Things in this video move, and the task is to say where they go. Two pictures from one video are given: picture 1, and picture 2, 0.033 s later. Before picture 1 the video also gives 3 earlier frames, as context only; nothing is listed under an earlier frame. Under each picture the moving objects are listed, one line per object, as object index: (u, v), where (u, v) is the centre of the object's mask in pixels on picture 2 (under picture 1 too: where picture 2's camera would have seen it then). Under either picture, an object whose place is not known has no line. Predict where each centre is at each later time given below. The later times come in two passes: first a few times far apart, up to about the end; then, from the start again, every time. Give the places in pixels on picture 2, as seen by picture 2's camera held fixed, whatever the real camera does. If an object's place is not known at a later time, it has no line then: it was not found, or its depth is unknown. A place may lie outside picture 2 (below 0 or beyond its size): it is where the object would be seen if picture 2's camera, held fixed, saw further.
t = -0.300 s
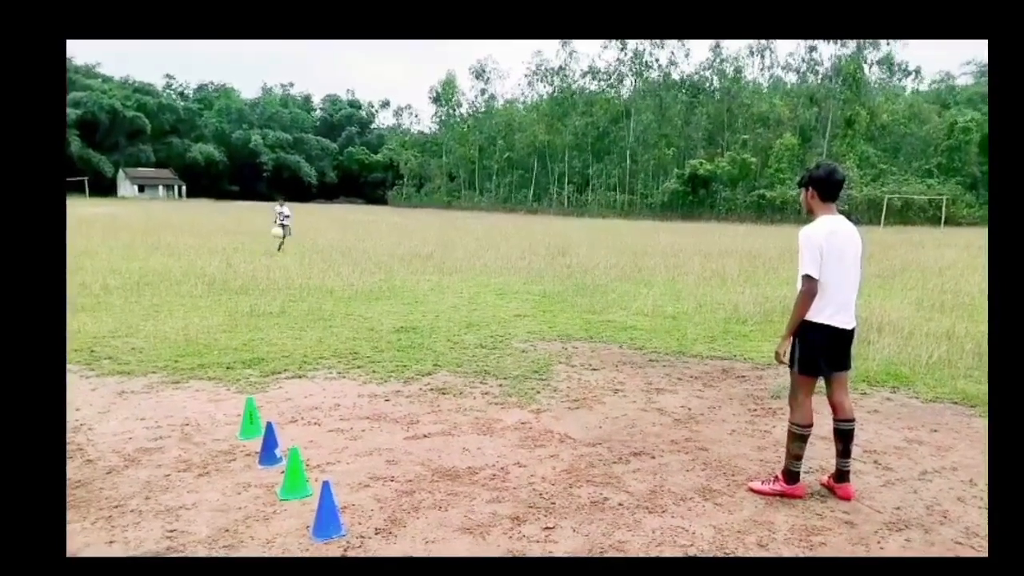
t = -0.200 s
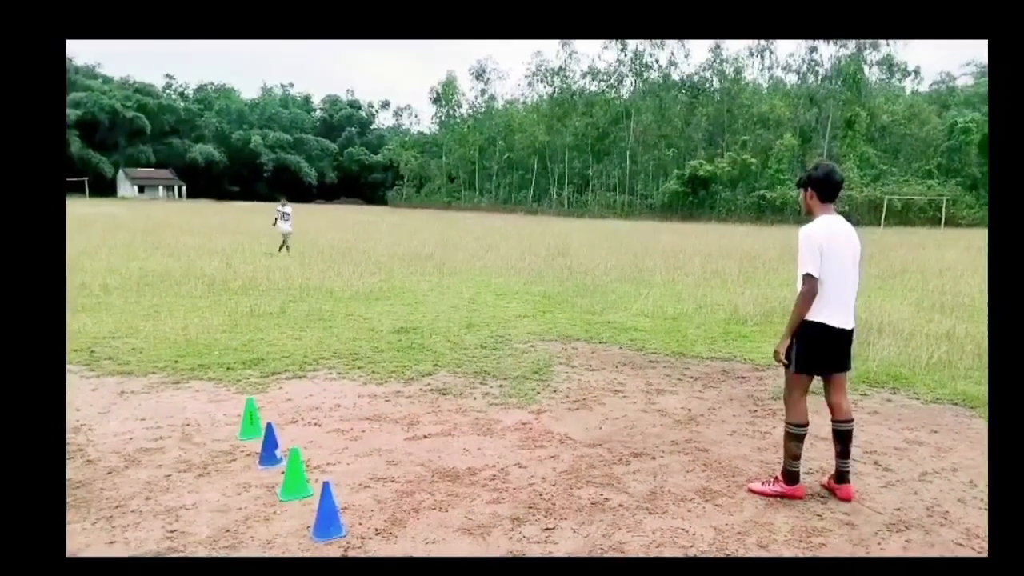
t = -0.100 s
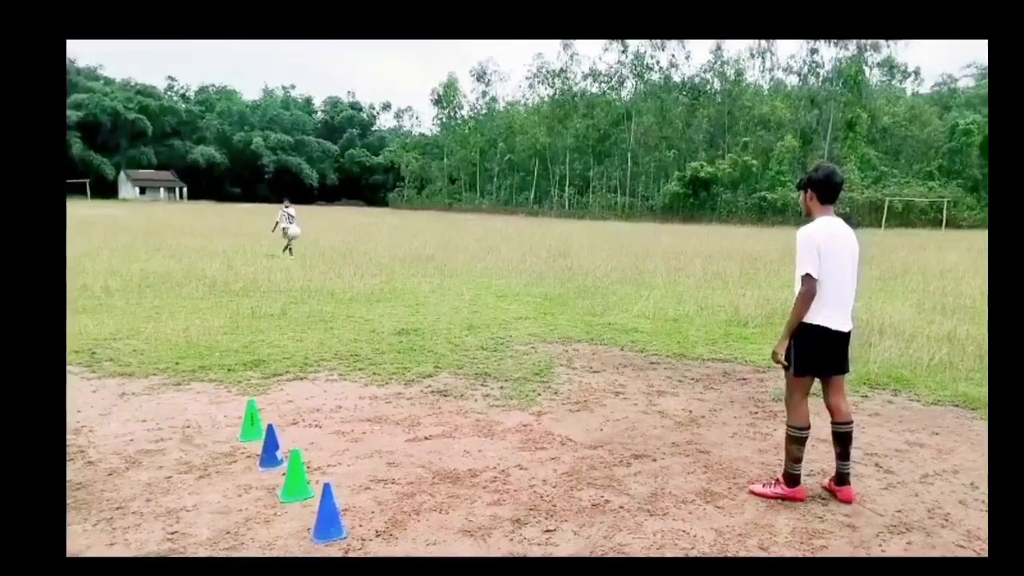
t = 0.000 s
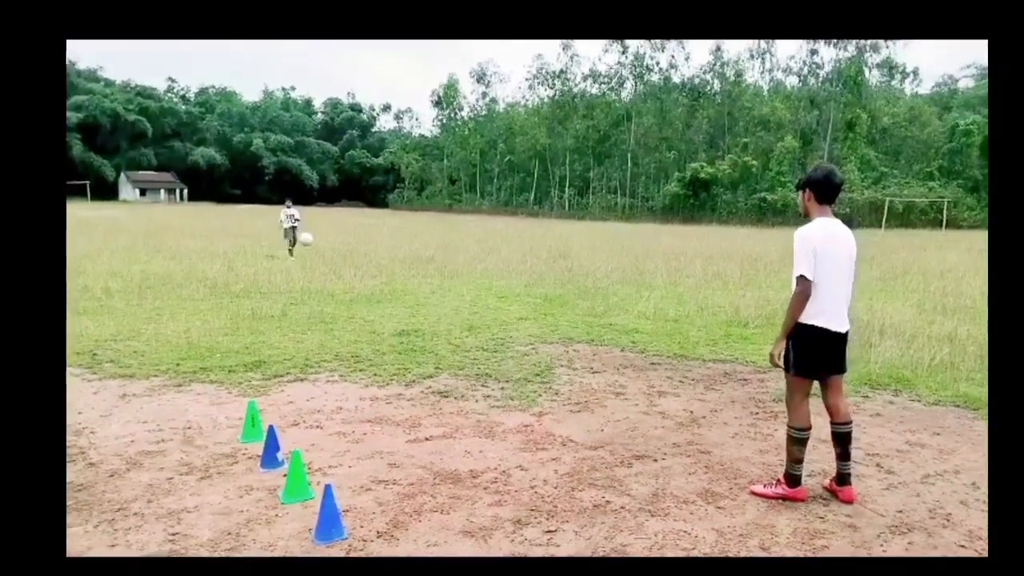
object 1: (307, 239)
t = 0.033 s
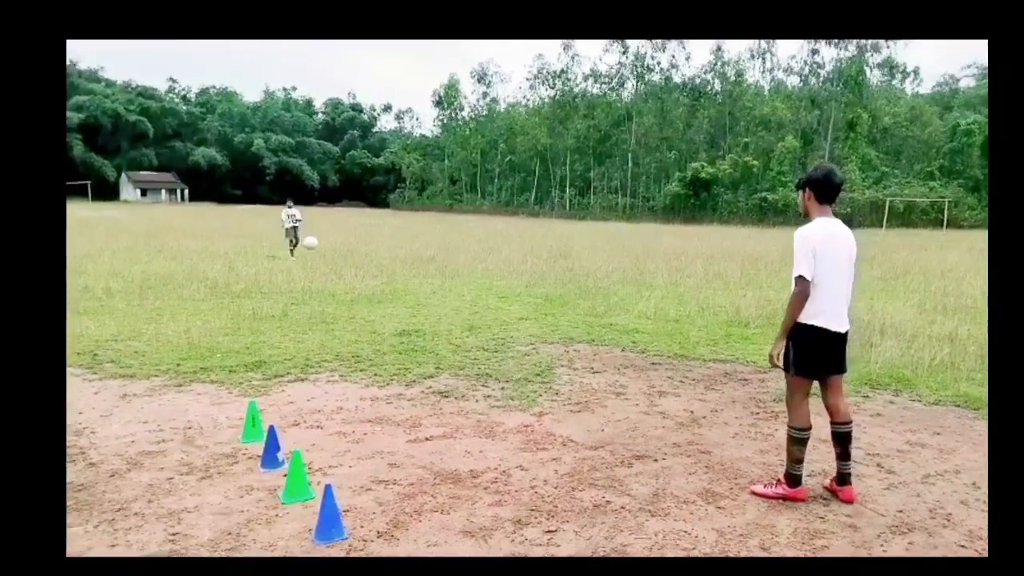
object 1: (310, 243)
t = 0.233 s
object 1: (339, 282)
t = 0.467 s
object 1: (382, 270)
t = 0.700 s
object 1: (437, 282)
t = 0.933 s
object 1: (508, 337)
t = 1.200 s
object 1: (587, 339)
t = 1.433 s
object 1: (679, 379)
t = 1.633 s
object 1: (787, 415)
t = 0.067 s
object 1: (314, 247)
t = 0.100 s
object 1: (318, 252)
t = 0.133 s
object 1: (323, 258)
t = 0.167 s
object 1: (328, 265)
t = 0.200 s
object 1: (334, 273)
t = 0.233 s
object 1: (339, 282)
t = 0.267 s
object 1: (344, 291)
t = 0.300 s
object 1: (350, 287)
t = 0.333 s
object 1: (356, 282)
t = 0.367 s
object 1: (362, 278)
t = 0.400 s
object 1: (367, 275)
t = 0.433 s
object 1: (375, 272)
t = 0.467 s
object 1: (382, 270)
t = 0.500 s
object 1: (389, 269)
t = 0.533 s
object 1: (396, 269)
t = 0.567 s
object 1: (404, 269)
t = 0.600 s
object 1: (412, 271)
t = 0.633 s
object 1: (420, 273)
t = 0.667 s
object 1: (428, 277)
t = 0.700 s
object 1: (437, 282)
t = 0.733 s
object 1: (447, 288)
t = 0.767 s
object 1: (457, 295)
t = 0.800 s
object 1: (467, 304)
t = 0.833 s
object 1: (477, 314)
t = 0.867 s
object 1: (489, 325)
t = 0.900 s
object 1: (500, 341)
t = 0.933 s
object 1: (508, 337)
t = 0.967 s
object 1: (517, 333)
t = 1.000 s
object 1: (527, 331)
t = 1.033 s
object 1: (535, 329)
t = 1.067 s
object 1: (545, 327)
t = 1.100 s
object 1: (555, 328)
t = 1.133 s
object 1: (565, 330)
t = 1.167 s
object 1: (576, 334)
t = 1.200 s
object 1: (587, 339)
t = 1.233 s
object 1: (598, 345)
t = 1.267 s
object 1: (611, 353)
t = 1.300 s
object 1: (623, 364)
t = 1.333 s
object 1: (635, 377)
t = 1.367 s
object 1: (650, 378)
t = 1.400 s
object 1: (664, 377)
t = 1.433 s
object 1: (679, 379)
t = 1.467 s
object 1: (696, 383)
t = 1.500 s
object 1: (711, 387)
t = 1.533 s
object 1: (729, 393)
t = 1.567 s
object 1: (749, 402)
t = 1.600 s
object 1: (767, 414)
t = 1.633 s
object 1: (787, 415)
